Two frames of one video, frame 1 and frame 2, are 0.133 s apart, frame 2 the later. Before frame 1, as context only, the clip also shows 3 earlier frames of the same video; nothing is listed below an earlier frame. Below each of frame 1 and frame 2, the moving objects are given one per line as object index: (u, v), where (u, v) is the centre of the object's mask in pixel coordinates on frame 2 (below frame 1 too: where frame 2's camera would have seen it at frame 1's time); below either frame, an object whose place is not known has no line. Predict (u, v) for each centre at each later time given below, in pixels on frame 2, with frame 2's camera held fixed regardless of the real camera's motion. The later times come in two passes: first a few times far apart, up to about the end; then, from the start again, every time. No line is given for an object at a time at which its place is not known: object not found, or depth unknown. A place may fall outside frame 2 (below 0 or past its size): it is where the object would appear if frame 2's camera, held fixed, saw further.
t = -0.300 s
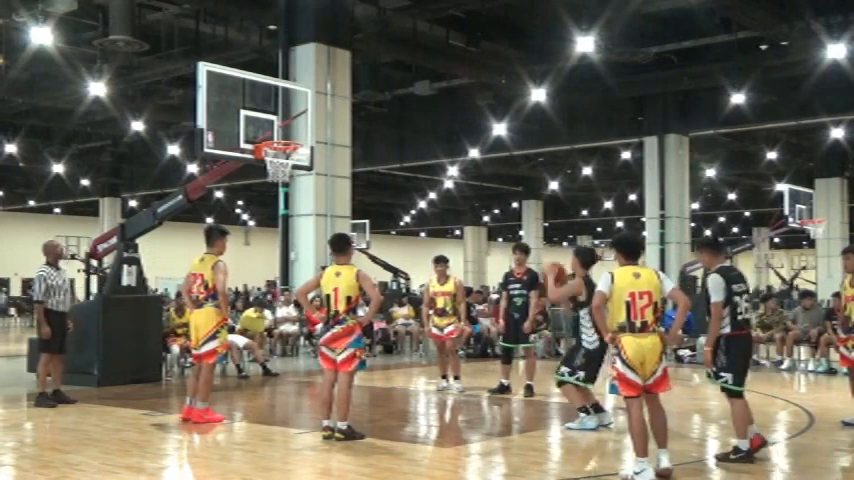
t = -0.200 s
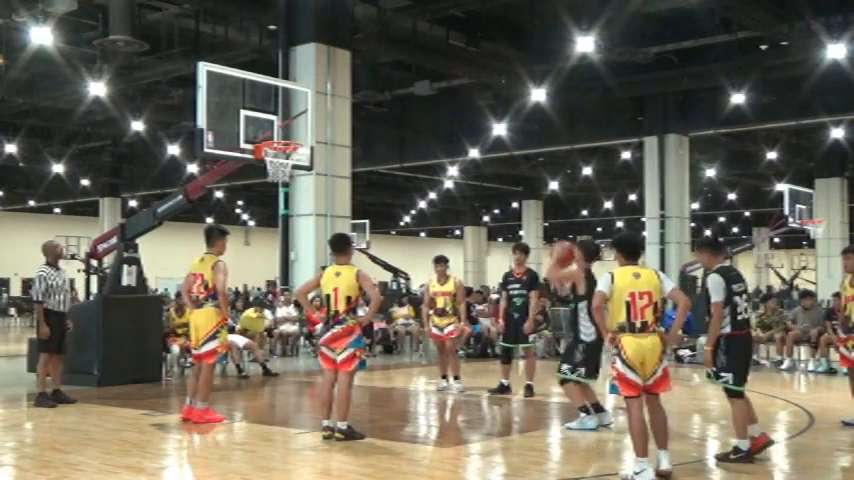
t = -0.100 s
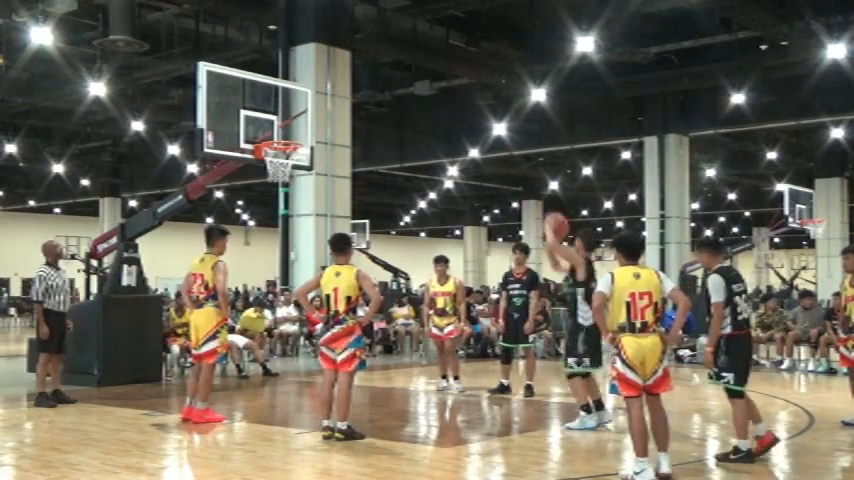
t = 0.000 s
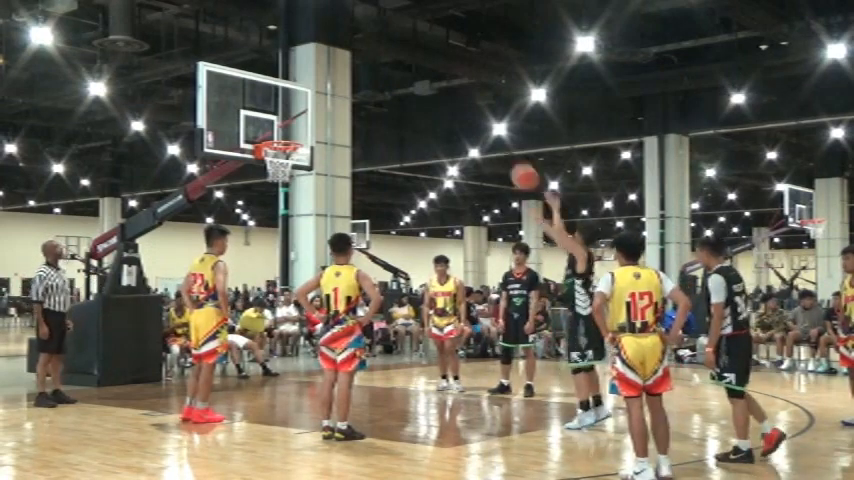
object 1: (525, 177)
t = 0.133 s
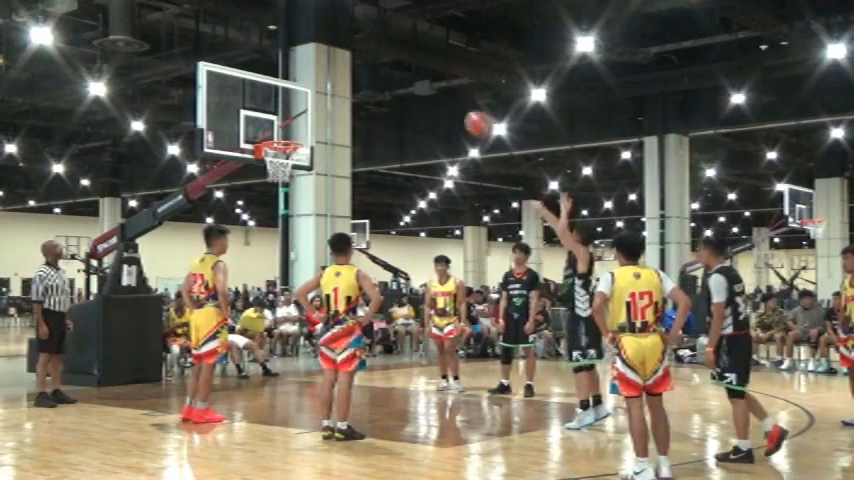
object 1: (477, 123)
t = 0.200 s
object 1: (456, 105)
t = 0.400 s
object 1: (397, 77)
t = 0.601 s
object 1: (345, 84)
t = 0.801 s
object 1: (296, 123)
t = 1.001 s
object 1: (269, 167)
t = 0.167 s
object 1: (466, 114)
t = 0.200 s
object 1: (456, 105)
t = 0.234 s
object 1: (445, 97)
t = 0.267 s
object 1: (436, 91)
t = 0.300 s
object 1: (425, 86)
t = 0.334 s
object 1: (416, 82)
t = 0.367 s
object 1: (405, 79)
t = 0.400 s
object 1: (397, 77)
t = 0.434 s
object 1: (387, 76)
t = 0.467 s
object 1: (379, 76)
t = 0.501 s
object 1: (370, 77)
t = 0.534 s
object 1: (361, 78)
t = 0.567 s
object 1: (354, 81)
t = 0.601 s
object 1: (345, 84)
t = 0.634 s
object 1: (335, 89)
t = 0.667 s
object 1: (327, 94)
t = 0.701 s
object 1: (319, 101)
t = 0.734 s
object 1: (311, 107)
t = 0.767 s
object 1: (303, 115)
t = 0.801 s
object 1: (296, 123)
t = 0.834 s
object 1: (288, 132)
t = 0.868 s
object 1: (282, 141)
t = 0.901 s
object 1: (275, 152)
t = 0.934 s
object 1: (270, 161)
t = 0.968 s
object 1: (268, 162)
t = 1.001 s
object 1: (269, 167)
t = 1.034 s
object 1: (267, 169)
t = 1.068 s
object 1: (267, 176)
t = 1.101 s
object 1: (267, 182)
